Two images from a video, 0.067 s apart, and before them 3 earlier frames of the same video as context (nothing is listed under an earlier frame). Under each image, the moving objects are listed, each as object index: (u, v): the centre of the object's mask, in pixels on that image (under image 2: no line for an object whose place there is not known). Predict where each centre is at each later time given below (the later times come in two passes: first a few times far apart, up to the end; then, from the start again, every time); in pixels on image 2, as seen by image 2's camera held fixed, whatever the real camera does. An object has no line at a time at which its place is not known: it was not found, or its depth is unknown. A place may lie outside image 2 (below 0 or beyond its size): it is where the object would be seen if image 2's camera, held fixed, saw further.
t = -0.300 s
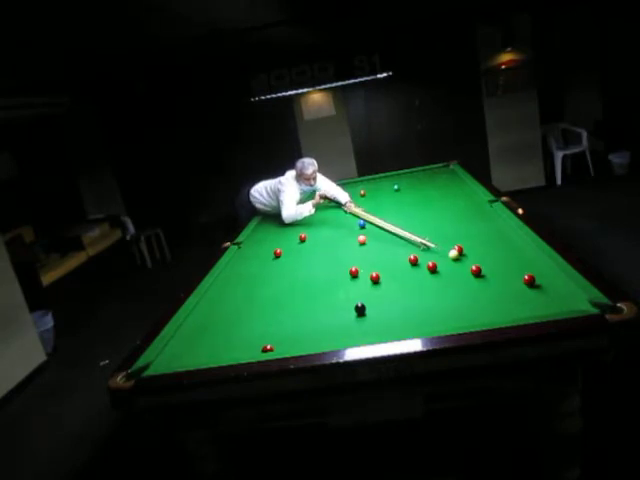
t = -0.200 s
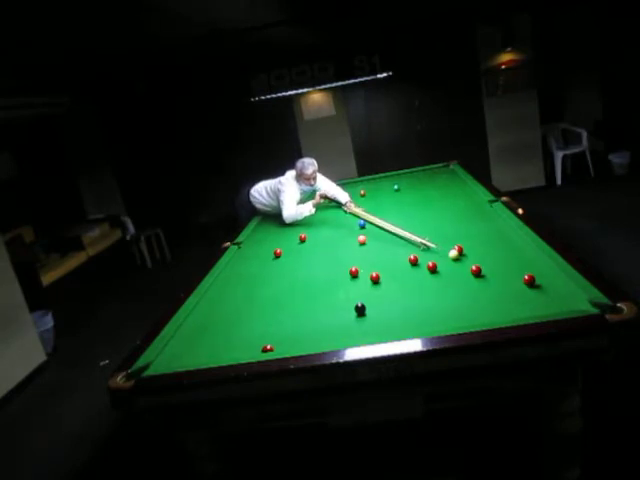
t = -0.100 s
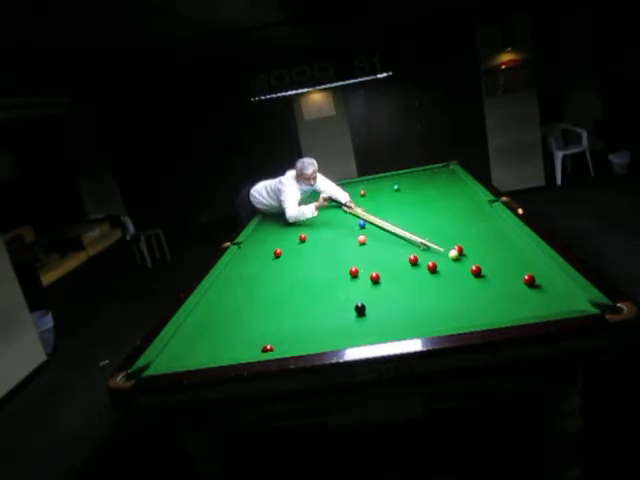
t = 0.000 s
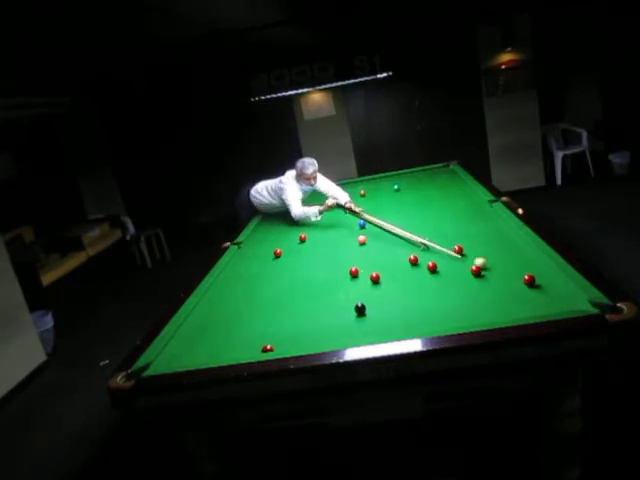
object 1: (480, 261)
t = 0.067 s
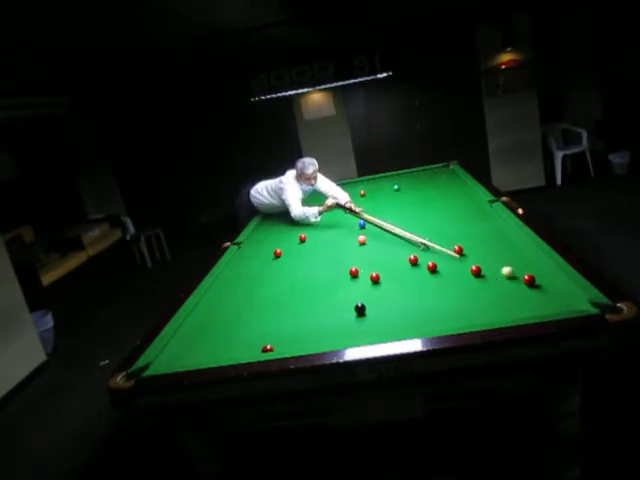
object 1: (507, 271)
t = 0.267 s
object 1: (536, 274)
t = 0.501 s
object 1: (550, 272)
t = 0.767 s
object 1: (537, 274)
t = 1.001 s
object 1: (527, 275)
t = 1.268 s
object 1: (517, 276)
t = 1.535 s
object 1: (508, 278)
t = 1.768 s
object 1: (503, 278)
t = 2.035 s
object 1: (498, 279)
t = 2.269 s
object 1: (495, 279)
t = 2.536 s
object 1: (494, 280)
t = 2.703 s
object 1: (494, 280)
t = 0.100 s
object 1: (520, 275)
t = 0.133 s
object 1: (525, 275)
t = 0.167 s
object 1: (527, 275)
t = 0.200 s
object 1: (530, 275)
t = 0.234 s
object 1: (533, 274)
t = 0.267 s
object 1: (536, 274)
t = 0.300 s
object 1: (538, 274)
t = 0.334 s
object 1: (541, 273)
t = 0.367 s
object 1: (544, 273)
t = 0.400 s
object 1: (546, 273)
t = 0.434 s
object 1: (549, 272)
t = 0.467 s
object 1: (551, 272)
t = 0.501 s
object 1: (550, 272)
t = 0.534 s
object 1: (549, 272)
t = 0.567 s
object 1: (547, 273)
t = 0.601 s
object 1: (545, 273)
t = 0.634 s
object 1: (544, 273)
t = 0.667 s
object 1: (542, 273)
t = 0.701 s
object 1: (540, 273)
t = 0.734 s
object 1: (539, 274)
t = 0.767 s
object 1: (537, 274)
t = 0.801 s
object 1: (535, 274)
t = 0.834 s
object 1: (534, 274)
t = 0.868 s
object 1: (532, 274)
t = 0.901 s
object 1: (531, 274)
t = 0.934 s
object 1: (529, 274)
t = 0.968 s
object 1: (528, 275)
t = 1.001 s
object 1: (527, 275)
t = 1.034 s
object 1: (525, 275)
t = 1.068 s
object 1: (524, 275)
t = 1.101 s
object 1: (523, 275)
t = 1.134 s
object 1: (521, 275)
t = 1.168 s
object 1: (520, 276)
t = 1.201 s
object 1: (519, 276)
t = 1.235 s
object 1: (518, 276)
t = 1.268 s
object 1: (517, 276)
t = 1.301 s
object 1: (516, 276)
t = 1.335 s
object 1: (515, 276)
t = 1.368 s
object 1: (513, 277)
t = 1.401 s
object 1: (512, 277)
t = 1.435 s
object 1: (511, 277)
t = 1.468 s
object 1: (510, 277)
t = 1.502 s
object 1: (509, 277)
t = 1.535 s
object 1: (508, 278)
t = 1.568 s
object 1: (507, 278)
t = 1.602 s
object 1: (506, 278)
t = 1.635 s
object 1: (505, 278)
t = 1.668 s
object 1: (505, 278)
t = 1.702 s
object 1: (504, 278)
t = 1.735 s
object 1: (503, 278)
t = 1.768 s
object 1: (503, 278)
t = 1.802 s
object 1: (502, 279)
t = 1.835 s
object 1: (501, 279)
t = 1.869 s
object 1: (501, 279)
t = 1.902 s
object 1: (500, 279)
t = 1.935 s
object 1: (499, 279)
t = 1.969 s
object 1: (499, 279)
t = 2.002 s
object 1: (498, 279)
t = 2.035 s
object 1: (498, 279)
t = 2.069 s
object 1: (497, 279)
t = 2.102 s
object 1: (497, 279)
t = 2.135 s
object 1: (496, 279)
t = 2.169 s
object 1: (496, 279)
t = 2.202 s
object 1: (496, 279)
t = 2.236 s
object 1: (495, 279)
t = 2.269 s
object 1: (495, 279)
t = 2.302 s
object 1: (495, 279)
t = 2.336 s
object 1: (494, 280)
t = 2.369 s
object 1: (494, 279)
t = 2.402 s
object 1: (494, 280)
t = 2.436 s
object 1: (494, 280)
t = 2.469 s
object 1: (494, 280)
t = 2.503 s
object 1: (494, 280)
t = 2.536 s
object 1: (494, 280)
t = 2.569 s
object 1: (494, 280)
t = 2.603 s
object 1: (494, 280)
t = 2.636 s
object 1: (494, 280)
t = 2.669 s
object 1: (494, 280)
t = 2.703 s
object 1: (494, 280)
